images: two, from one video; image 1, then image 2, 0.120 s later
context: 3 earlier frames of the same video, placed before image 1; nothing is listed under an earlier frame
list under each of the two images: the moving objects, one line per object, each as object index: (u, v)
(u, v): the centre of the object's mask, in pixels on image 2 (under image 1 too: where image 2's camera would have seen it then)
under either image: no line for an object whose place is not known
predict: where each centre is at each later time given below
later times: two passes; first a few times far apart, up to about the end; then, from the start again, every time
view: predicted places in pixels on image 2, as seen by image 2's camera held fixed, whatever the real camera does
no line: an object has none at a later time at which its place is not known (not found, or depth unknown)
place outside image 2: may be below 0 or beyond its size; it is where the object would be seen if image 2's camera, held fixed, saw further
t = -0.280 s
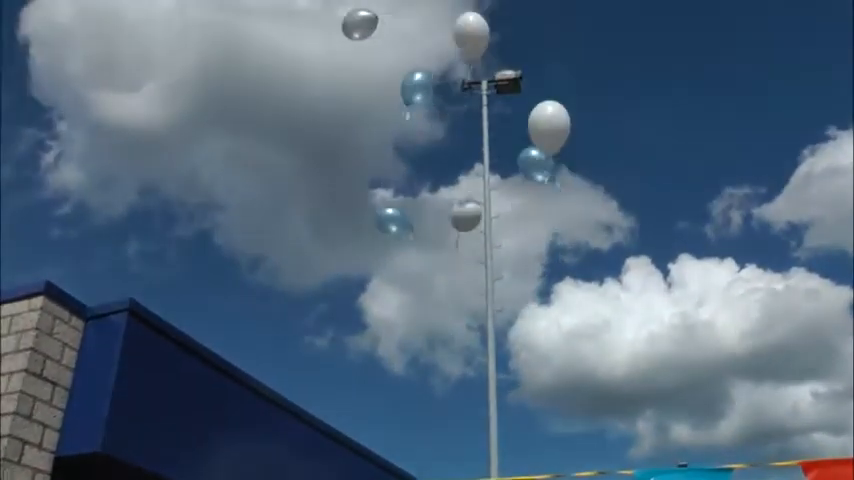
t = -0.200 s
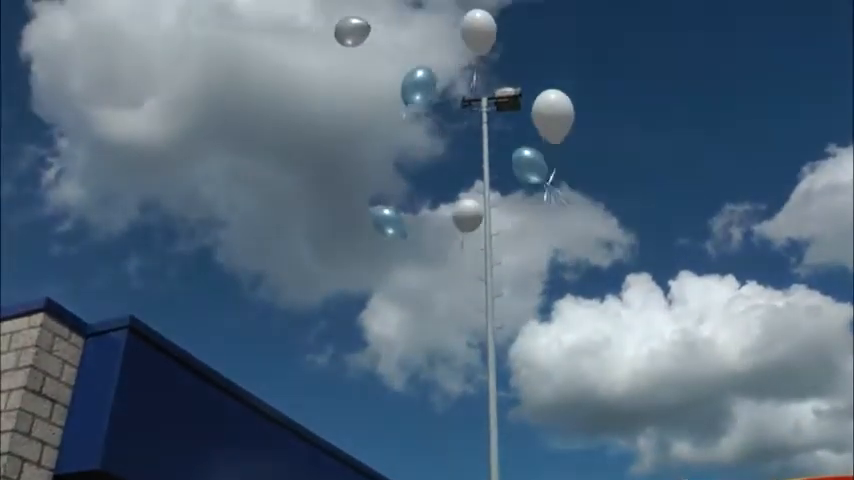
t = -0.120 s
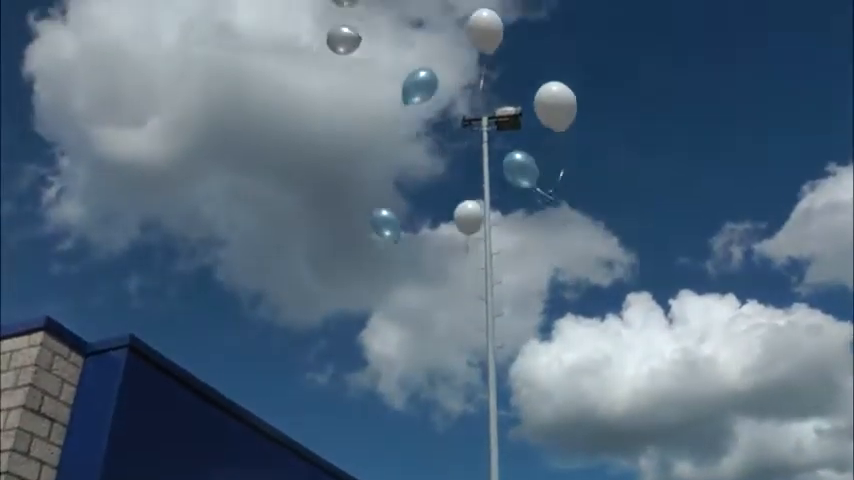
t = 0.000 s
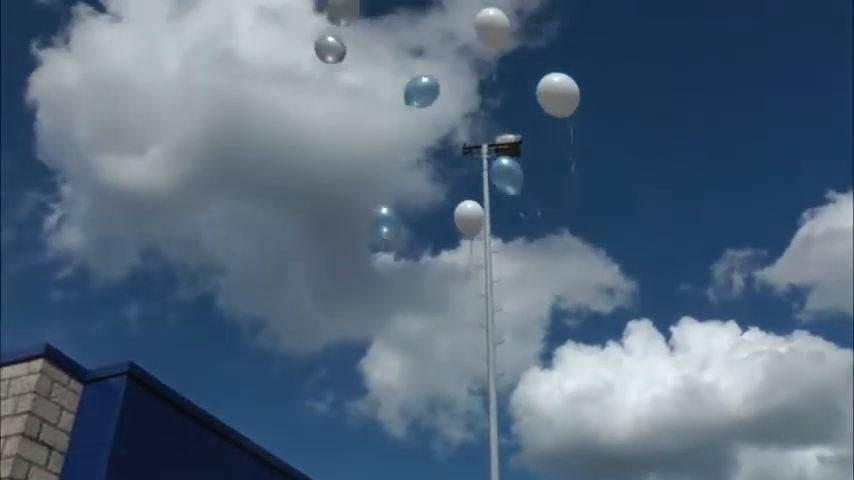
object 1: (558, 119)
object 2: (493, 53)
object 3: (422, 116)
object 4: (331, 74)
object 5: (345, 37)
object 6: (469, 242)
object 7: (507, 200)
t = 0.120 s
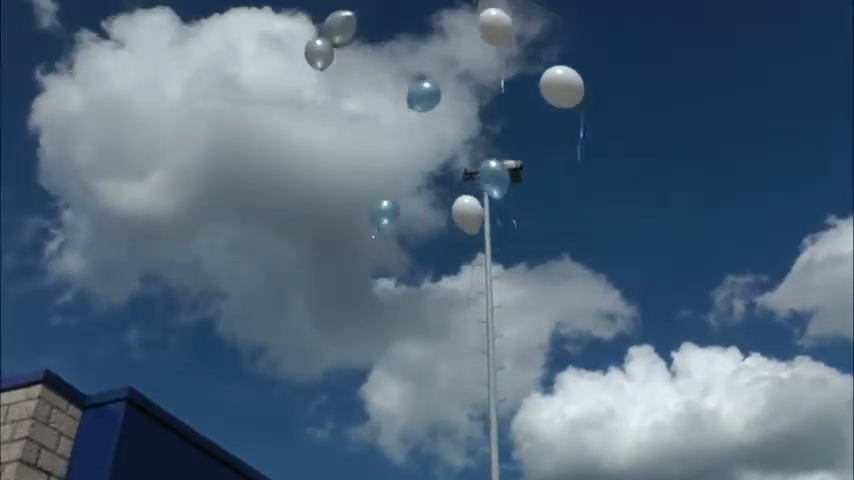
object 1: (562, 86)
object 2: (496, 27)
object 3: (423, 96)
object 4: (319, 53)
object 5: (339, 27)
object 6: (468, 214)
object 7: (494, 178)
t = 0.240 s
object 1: (568, 54)
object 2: (493, 3)
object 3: (424, 72)
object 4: (306, 29)
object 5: (329, 16)
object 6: (462, 179)
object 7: (484, 150)
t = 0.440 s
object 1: (579, 11)
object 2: (478, -23)
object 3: (427, 27)
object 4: (296, -21)
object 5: (310, -5)
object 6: (445, 123)
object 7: (476, 104)
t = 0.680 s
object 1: (587, -35)
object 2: (450, -51)
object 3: (433, -25)
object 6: (419, 70)
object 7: (472, 44)
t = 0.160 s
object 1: (563, 76)
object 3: (423, 89)
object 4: (315, 46)
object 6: (466, 203)
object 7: (489, 169)
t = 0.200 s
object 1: (566, 65)
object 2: (494, 11)
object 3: (423, 81)
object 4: (310, 37)
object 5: (333, 20)
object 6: (464, 191)
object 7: (485, 161)
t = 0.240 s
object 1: (568, 54)
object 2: (493, 3)
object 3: (424, 72)
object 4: (306, 29)
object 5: (329, 16)
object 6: (462, 179)
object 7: (484, 150)
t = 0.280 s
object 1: (571, 44)
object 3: (424, 64)
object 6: (459, 167)
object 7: (481, 142)
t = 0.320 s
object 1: (574, 36)
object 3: (426, 54)
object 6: (457, 157)
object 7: (480, 133)
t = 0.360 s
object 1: (576, 27)
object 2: (486, -13)
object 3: (426, 45)
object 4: (297, -3)
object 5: (318, 5)
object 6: (452, 144)
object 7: (479, 124)
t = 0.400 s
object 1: (578, 20)
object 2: (483, -17)
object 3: (427, 37)
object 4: (297, -10)
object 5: (314, 1)
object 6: (449, 134)
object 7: (478, 114)
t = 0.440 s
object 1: (579, 11)
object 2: (478, -23)
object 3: (427, 27)
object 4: (296, -21)
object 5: (310, -5)
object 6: (445, 123)
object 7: (476, 104)
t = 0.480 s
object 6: (440, 112)
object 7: (476, 95)
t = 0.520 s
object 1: (582, -4)
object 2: (469, -31)
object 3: (429, 10)
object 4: (299, -38)
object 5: (305, -15)
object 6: (436, 103)
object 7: (476, 85)
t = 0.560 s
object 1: (583, -11)
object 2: (464, -35)
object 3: (431, 1)
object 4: (302, -45)
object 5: (302, -21)
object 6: (433, 94)
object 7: (476, 76)
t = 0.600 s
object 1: (584, -20)
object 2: (458, -40)
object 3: (431, -10)
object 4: (302, -54)
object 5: (297, -28)
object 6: (426, 86)
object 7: (473, 65)
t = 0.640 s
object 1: (585, -28)
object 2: (453, -45)
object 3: (432, -19)
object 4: (304, -61)
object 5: (293, -35)
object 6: (422, 77)
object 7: (471, 54)
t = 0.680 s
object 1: (587, -35)
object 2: (450, -51)
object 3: (433, -25)
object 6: (419, 70)
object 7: (472, 44)
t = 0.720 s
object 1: (586, -44)
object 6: (412, 62)
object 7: (470, 35)
